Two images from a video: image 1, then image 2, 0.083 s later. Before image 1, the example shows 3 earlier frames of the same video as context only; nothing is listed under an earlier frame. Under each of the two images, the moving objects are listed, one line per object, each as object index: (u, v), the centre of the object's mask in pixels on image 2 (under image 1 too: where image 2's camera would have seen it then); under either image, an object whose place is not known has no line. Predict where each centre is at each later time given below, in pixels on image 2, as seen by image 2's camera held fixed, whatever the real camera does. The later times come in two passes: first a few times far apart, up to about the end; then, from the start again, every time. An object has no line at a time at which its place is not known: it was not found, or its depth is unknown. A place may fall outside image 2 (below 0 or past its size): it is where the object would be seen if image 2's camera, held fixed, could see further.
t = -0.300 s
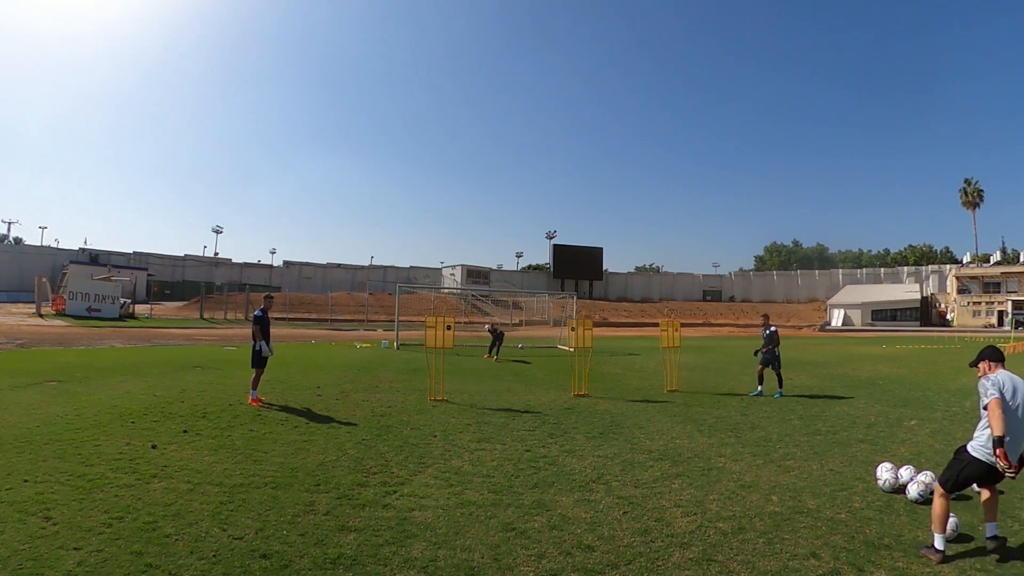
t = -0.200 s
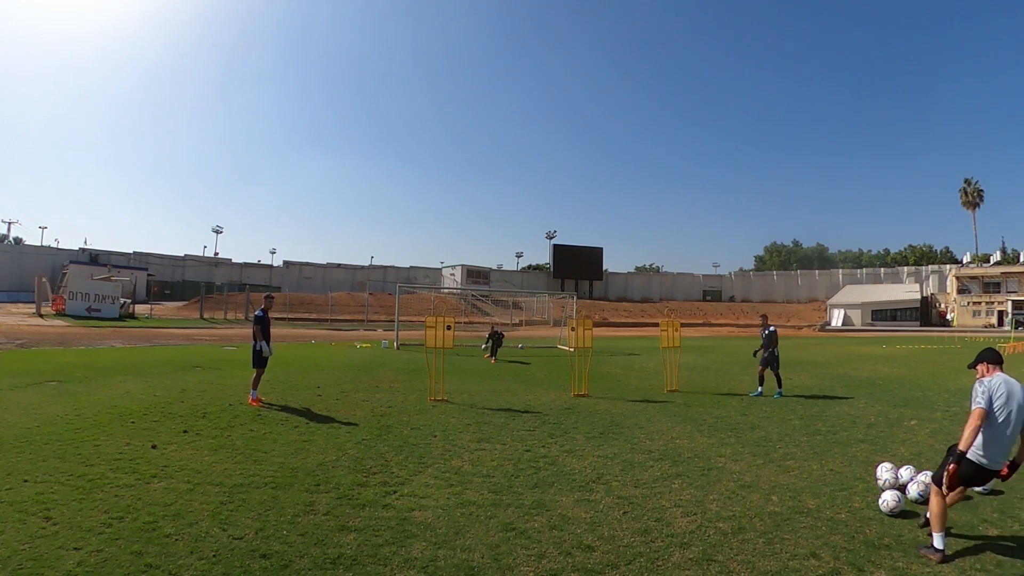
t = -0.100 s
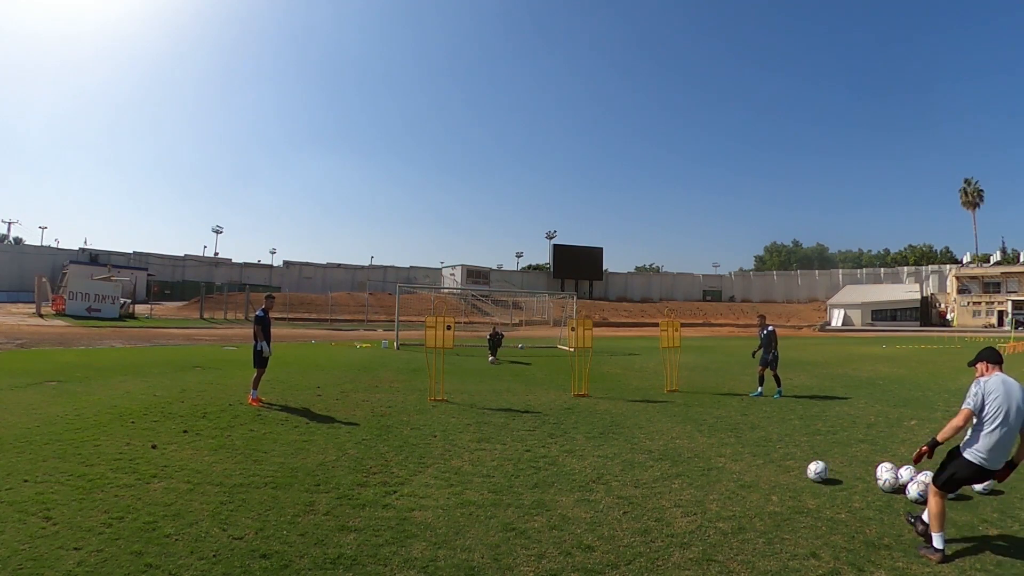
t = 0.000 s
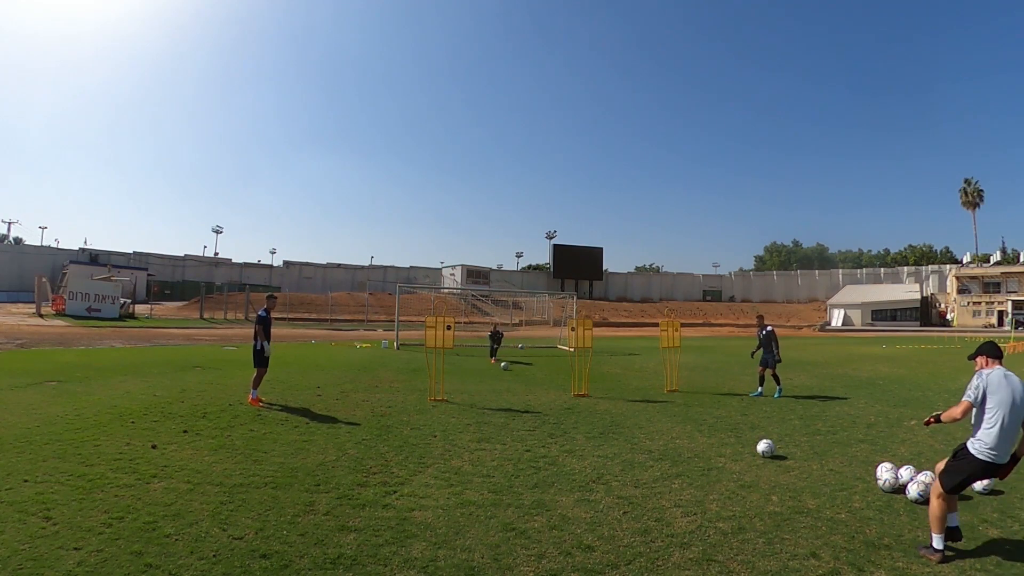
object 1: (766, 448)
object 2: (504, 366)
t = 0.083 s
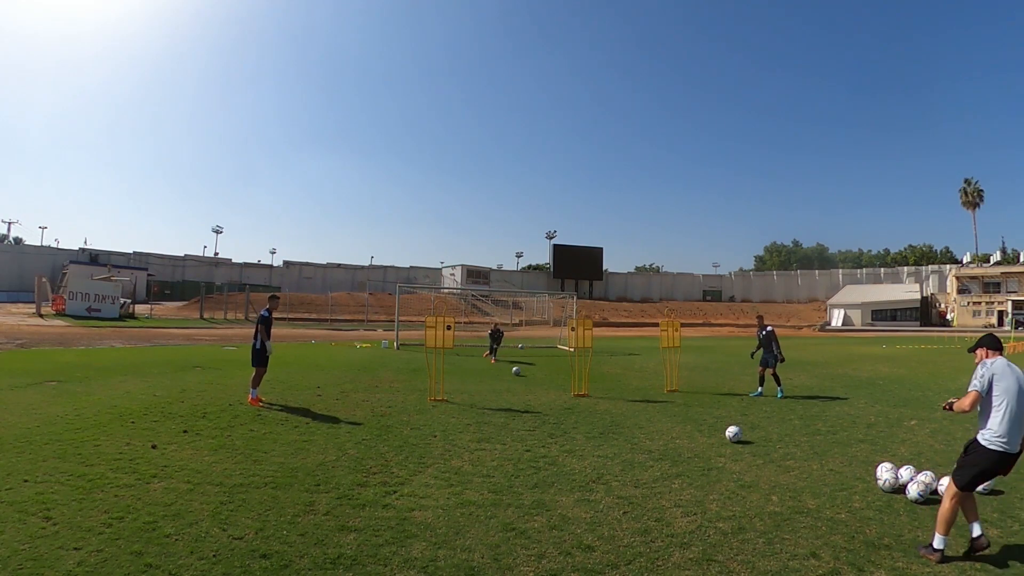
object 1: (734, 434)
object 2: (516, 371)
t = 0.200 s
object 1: (700, 419)
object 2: (535, 380)
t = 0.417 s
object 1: (661, 400)
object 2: (578, 400)
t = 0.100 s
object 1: (728, 431)
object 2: (519, 372)
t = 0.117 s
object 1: (722, 429)
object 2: (521, 373)
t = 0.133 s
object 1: (717, 427)
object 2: (524, 374)
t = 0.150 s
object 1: (713, 425)
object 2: (527, 376)
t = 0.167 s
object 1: (708, 423)
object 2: (529, 377)
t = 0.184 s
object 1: (704, 421)
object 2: (532, 379)
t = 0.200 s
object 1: (700, 419)
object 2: (535, 380)
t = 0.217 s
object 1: (696, 417)
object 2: (538, 382)
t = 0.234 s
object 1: (693, 415)
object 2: (540, 382)
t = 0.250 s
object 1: (689, 414)
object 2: (544, 384)
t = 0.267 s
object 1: (686, 412)
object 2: (547, 385)
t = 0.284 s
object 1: (683, 410)
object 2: (550, 386)
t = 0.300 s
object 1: (680, 409)
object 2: (553, 388)
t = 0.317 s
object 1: (677, 407)
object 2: (557, 390)
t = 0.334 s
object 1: (674, 406)
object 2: (560, 392)
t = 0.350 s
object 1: (671, 405)
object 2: (564, 394)
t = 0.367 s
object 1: (668, 404)
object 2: (567, 396)
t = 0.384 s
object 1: (666, 403)
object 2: (570, 397)
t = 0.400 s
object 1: (664, 401)
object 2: (574, 398)
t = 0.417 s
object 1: (661, 400)
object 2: (578, 400)
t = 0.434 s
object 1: (659, 399)
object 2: (582, 401)
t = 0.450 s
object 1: (657, 397)
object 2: (586, 403)
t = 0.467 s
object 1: (655, 397)
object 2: (590, 405)
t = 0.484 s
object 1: (653, 396)
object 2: (594, 407)
